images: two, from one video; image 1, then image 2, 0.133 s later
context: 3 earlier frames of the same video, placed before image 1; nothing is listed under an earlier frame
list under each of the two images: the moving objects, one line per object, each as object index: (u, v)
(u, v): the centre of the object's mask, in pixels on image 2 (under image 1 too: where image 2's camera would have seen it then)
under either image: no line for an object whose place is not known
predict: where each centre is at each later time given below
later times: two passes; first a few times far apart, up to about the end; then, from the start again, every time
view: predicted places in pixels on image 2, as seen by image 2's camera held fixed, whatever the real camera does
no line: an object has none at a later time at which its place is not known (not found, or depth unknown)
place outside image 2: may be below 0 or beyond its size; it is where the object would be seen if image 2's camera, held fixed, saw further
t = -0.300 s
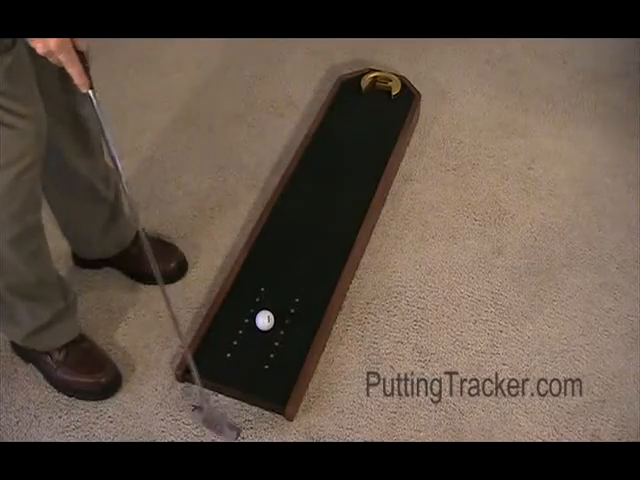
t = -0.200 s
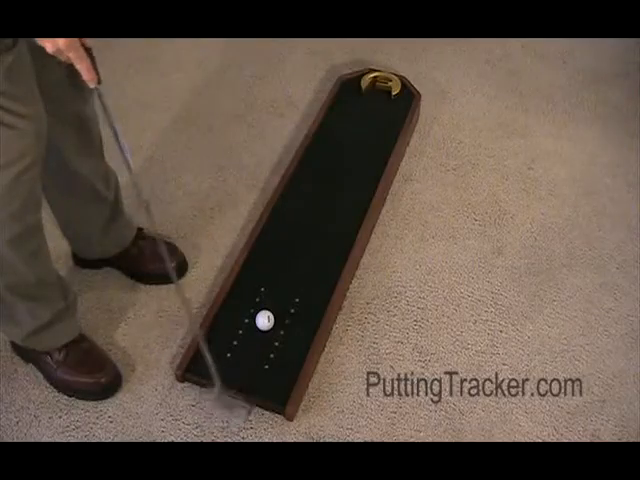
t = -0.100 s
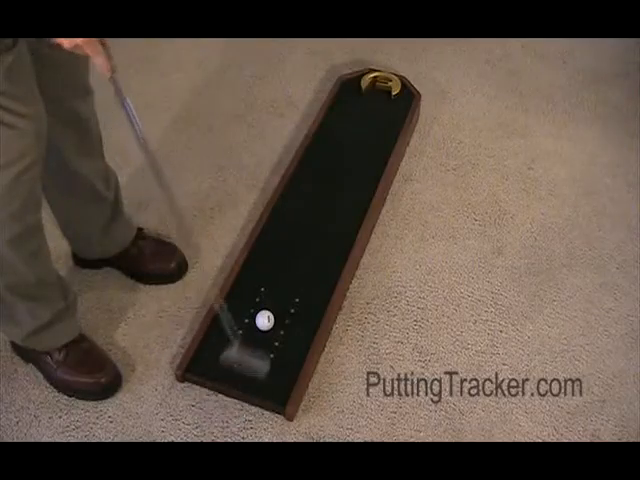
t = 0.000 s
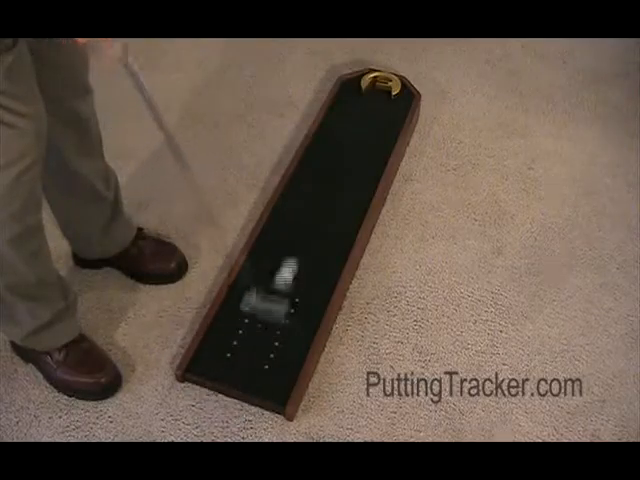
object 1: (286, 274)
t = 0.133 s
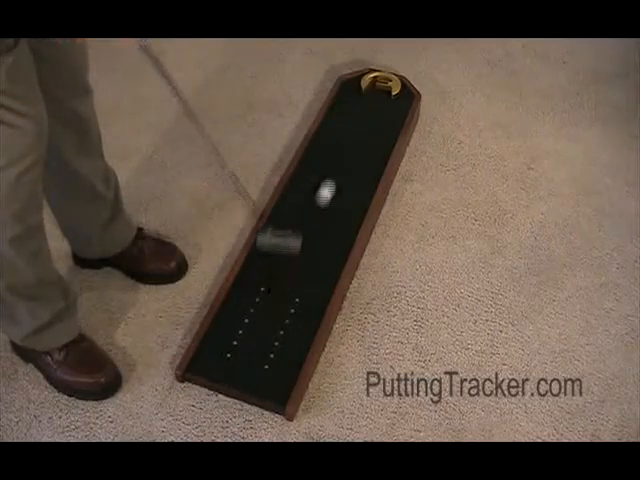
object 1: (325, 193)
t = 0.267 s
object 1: (351, 139)
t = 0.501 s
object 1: (369, 100)
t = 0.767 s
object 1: (352, 139)
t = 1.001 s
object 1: (337, 169)
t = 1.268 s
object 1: (319, 206)
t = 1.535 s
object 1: (298, 246)
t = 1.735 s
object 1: (281, 276)
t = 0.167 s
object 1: (332, 178)
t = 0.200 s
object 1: (339, 164)
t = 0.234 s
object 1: (345, 152)
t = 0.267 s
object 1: (351, 139)
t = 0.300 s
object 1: (357, 128)
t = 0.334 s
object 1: (362, 117)
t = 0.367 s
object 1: (367, 106)
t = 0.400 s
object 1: (371, 97)
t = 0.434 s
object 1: (375, 89)
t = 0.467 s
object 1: (373, 93)
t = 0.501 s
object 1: (369, 100)
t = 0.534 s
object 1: (366, 106)
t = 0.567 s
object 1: (364, 112)
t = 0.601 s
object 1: (362, 117)
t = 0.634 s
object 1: (359, 122)
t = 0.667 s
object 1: (357, 126)
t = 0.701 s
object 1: (356, 130)
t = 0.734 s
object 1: (354, 135)
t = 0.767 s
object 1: (352, 139)
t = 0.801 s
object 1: (350, 143)
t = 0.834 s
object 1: (348, 147)
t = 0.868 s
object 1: (346, 152)
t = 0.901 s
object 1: (344, 156)
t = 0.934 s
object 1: (341, 160)
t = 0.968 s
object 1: (339, 164)
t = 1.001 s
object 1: (337, 169)
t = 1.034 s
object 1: (335, 174)
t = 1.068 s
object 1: (333, 178)
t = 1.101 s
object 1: (330, 183)
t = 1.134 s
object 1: (328, 188)
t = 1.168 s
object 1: (326, 192)
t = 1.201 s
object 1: (323, 197)
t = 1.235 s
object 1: (321, 202)
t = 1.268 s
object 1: (319, 206)
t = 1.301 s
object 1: (316, 211)
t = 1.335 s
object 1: (314, 216)
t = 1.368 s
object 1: (312, 221)
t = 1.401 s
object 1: (309, 226)
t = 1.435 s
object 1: (306, 230)
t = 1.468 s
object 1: (304, 235)
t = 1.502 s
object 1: (301, 240)
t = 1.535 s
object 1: (298, 246)
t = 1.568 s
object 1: (295, 250)
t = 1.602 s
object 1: (293, 256)
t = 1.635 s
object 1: (290, 261)
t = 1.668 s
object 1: (287, 266)
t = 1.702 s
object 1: (284, 271)
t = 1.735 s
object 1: (281, 276)
